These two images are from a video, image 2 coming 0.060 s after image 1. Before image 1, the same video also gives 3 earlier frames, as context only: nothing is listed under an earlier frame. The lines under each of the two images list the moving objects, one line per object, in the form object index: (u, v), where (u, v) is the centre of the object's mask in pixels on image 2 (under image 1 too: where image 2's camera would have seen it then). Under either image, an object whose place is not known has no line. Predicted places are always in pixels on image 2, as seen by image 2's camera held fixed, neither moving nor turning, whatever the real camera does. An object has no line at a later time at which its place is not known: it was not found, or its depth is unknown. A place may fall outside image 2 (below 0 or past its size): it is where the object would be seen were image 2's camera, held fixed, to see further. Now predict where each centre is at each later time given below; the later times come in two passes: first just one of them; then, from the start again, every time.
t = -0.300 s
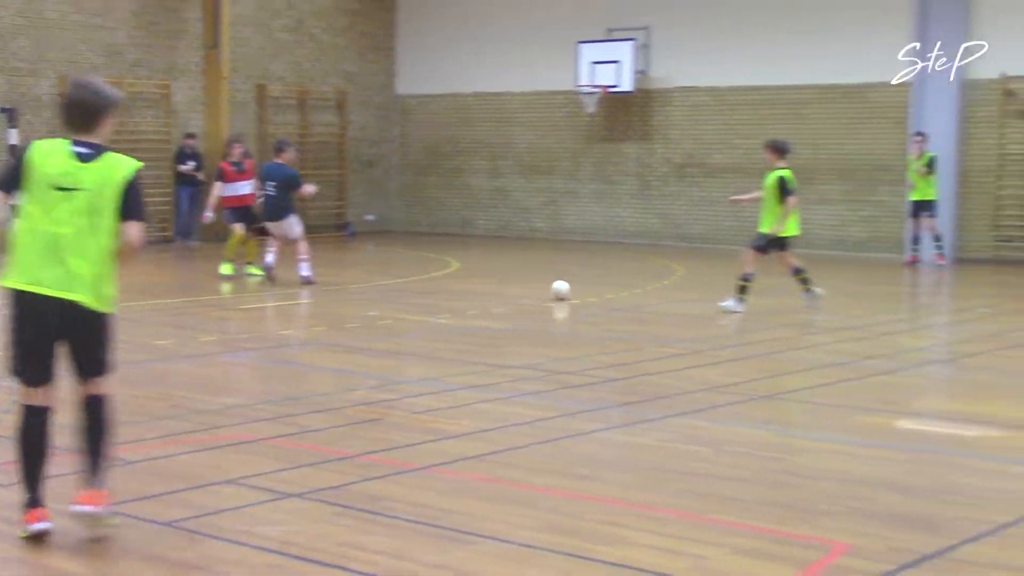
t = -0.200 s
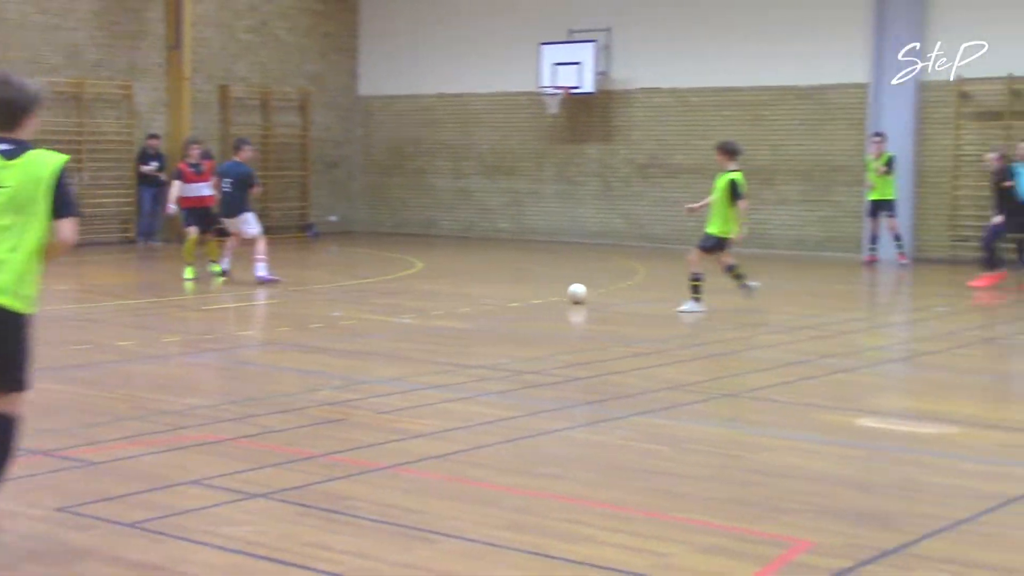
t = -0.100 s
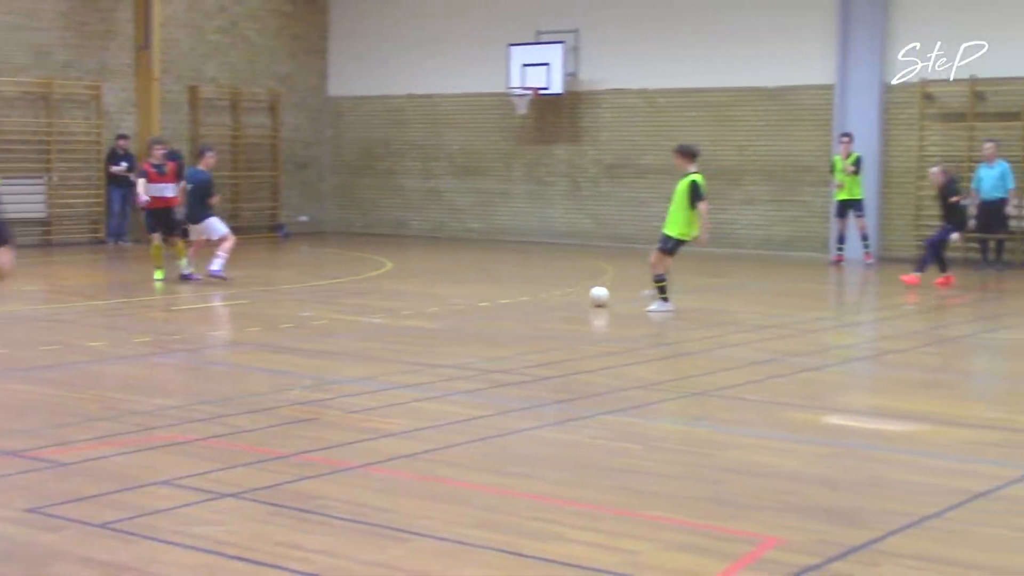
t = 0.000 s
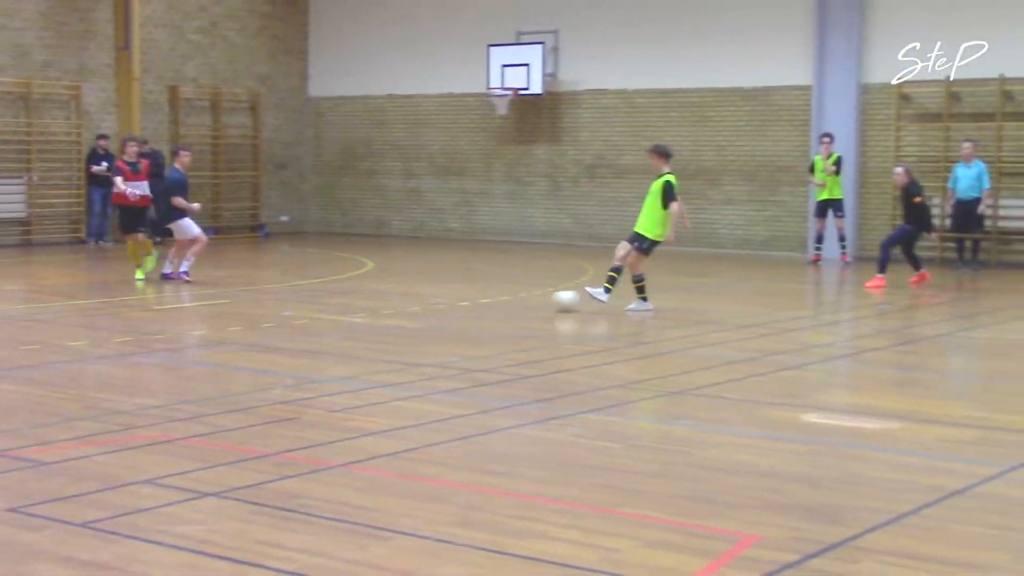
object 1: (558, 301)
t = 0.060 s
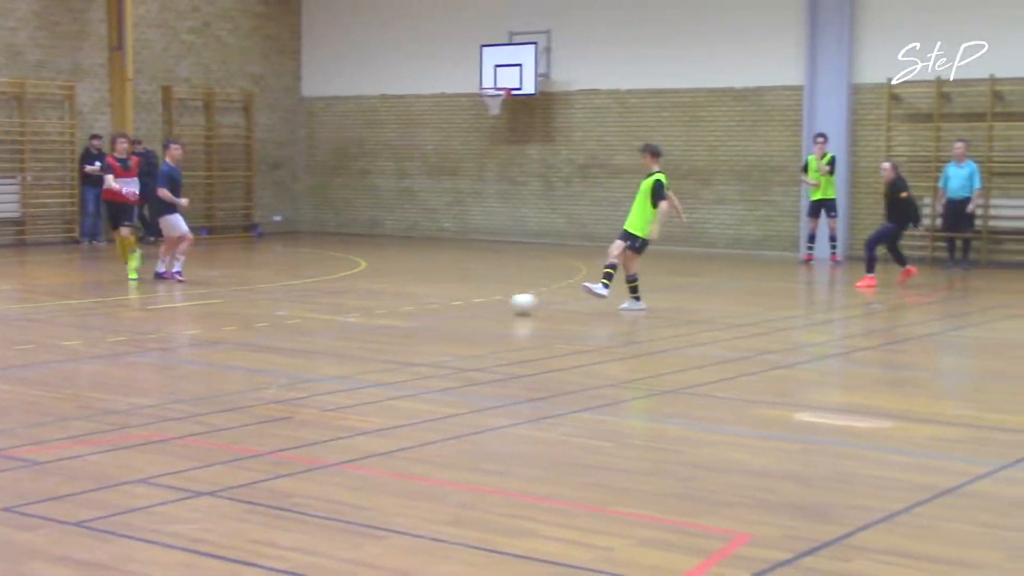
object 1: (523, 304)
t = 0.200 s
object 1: (441, 314)
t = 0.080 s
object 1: (513, 305)
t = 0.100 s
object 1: (501, 307)
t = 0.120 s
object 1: (489, 308)
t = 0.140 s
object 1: (478, 310)
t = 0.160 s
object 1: (465, 311)
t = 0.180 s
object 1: (453, 312)
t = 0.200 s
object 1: (441, 314)
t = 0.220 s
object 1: (429, 316)
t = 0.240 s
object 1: (417, 317)
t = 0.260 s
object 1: (406, 318)
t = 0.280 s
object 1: (395, 320)
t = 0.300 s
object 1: (382, 321)
